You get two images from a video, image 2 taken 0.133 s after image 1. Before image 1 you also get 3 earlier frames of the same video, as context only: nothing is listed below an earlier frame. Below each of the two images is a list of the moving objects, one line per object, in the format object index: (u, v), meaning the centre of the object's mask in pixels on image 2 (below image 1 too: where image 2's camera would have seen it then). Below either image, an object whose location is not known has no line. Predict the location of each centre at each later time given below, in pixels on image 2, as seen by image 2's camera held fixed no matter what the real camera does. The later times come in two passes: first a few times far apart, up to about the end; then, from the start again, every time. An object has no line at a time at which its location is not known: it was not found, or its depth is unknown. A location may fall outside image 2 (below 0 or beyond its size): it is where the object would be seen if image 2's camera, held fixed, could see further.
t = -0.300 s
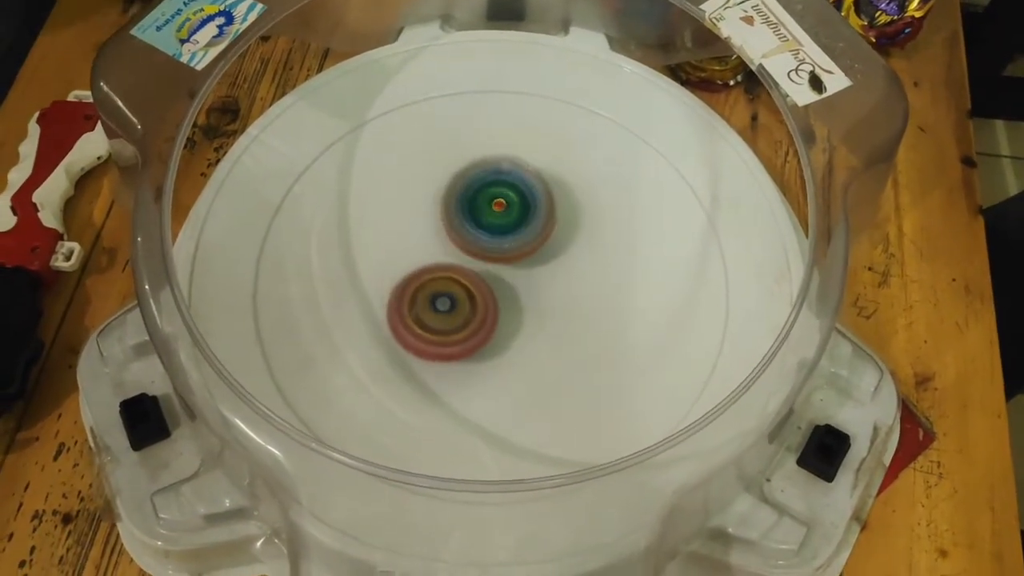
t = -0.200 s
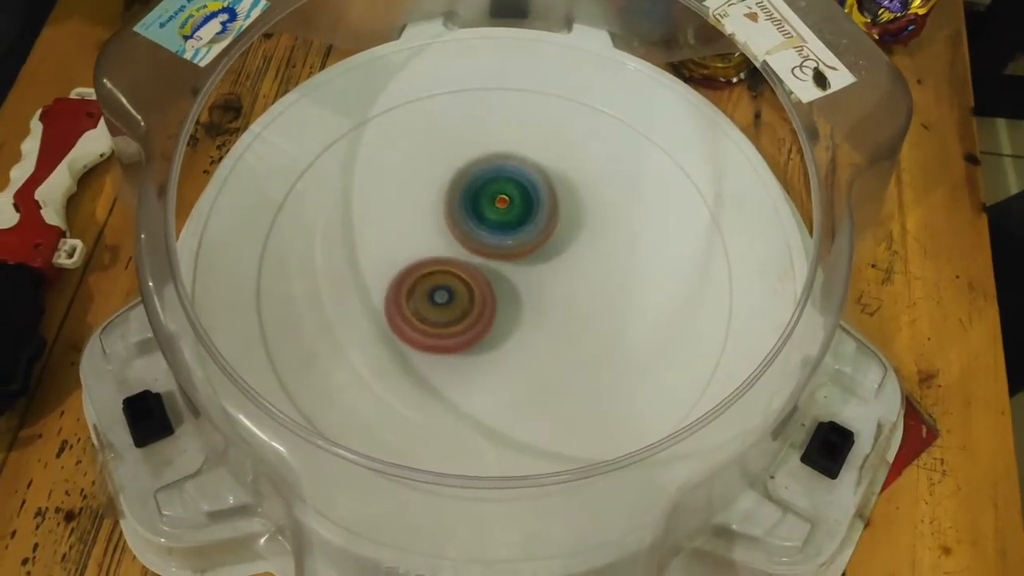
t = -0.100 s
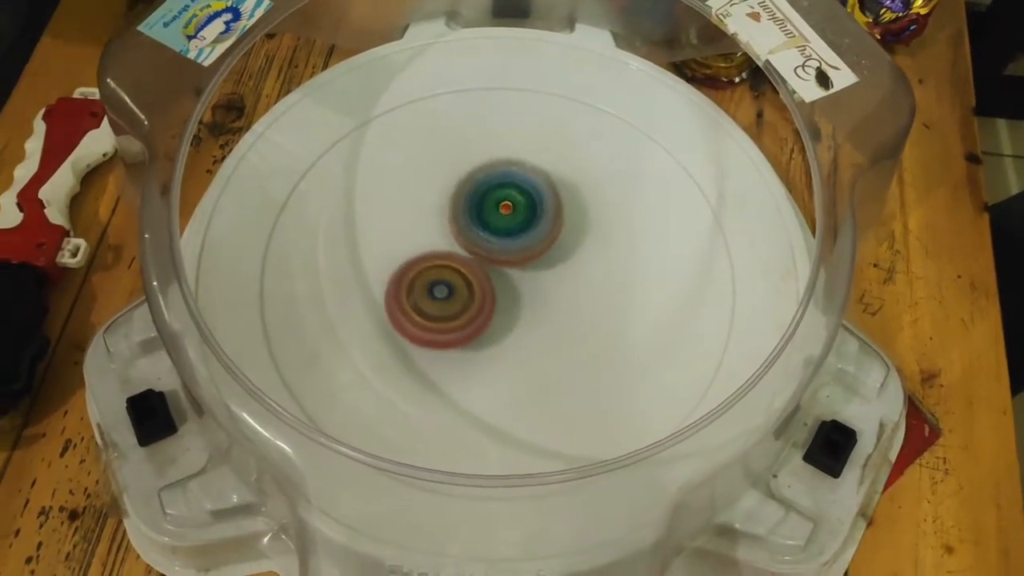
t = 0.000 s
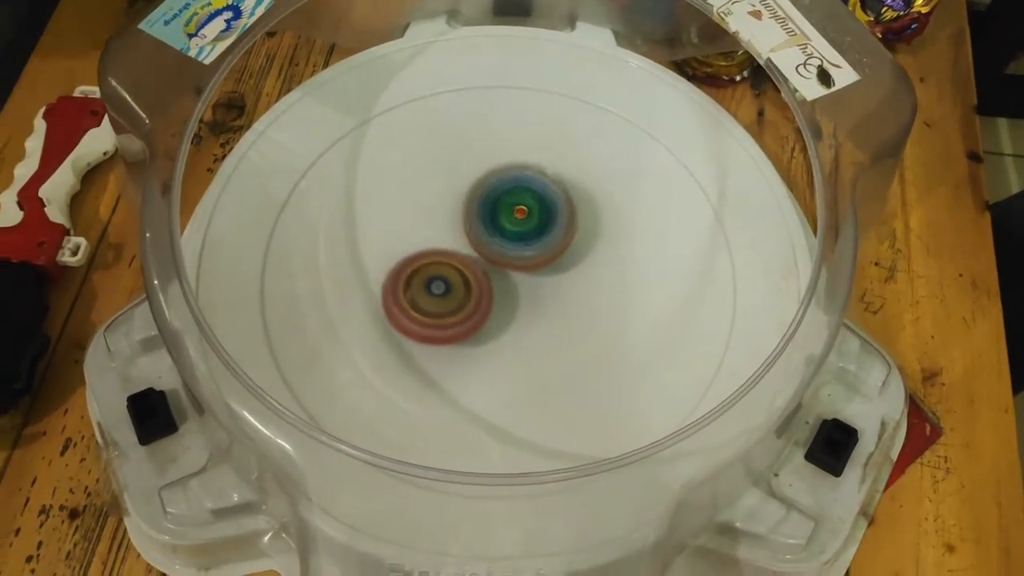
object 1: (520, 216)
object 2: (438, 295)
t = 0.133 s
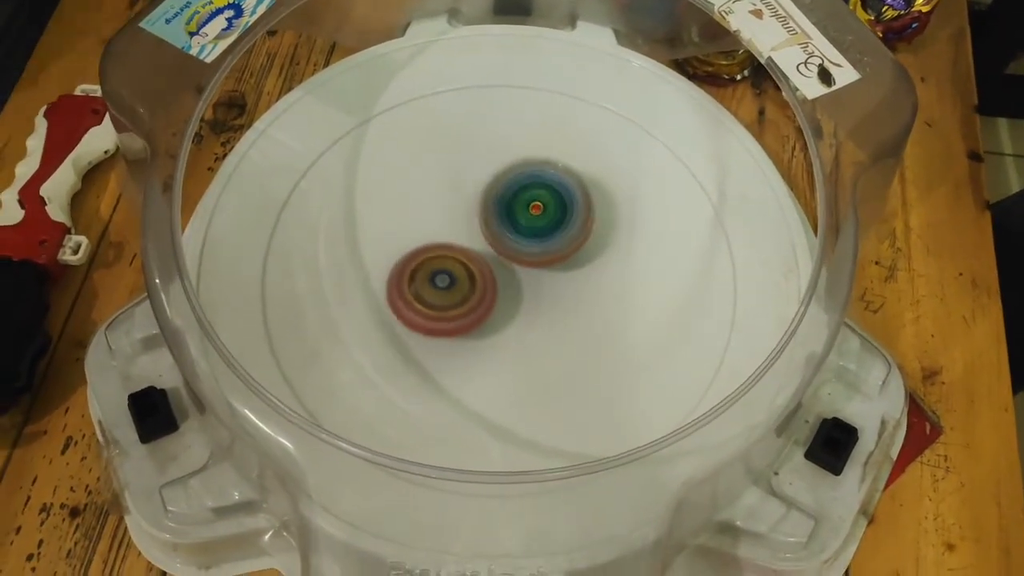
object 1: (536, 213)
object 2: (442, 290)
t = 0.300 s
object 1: (551, 221)
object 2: (458, 284)
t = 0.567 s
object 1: (582, 206)
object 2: (464, 296)
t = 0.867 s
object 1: (580, 215)
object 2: (443, 312)
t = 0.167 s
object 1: (539, 213)
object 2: (444, 288)
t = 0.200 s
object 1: (542, 215)
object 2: (448, 286)
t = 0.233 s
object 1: (544, 216)
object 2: (452, 284)
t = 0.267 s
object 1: (546, 220)
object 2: (455, 283)
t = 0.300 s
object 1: (551, 221)
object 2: (458, 284)
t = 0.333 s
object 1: (556, 221)
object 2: (461, 283)
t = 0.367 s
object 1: (560, 221)
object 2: (466, 282)
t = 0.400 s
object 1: (566, 220)
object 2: (466, 284)
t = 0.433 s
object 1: (572, 216)
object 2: (461, 290)
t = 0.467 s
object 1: (576, 213)
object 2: (459, 293)
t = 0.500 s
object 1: (580, 210)
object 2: (460, 295)
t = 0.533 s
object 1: (582, 208)
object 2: (461, 296)
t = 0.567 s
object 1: (582, 206)
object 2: (464, 296)
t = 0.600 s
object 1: (581, 205)
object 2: (466, 294)
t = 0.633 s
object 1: (579, 207)
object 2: (468, 293)
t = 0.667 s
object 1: (575, 210)
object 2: (470, 291)
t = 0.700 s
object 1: (571, 215)
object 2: (473, 290)
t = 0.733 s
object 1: (566, 221)
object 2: (476, 289)
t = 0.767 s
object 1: (570, 220)
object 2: (466, 296)
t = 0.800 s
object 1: (576, 217)
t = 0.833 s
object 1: (579, 216)
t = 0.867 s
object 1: (580, 215)
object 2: (443, 312)
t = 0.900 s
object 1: (578, 215)
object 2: (442, 312)
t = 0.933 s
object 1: (576, 217)
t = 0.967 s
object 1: (574, 219)
